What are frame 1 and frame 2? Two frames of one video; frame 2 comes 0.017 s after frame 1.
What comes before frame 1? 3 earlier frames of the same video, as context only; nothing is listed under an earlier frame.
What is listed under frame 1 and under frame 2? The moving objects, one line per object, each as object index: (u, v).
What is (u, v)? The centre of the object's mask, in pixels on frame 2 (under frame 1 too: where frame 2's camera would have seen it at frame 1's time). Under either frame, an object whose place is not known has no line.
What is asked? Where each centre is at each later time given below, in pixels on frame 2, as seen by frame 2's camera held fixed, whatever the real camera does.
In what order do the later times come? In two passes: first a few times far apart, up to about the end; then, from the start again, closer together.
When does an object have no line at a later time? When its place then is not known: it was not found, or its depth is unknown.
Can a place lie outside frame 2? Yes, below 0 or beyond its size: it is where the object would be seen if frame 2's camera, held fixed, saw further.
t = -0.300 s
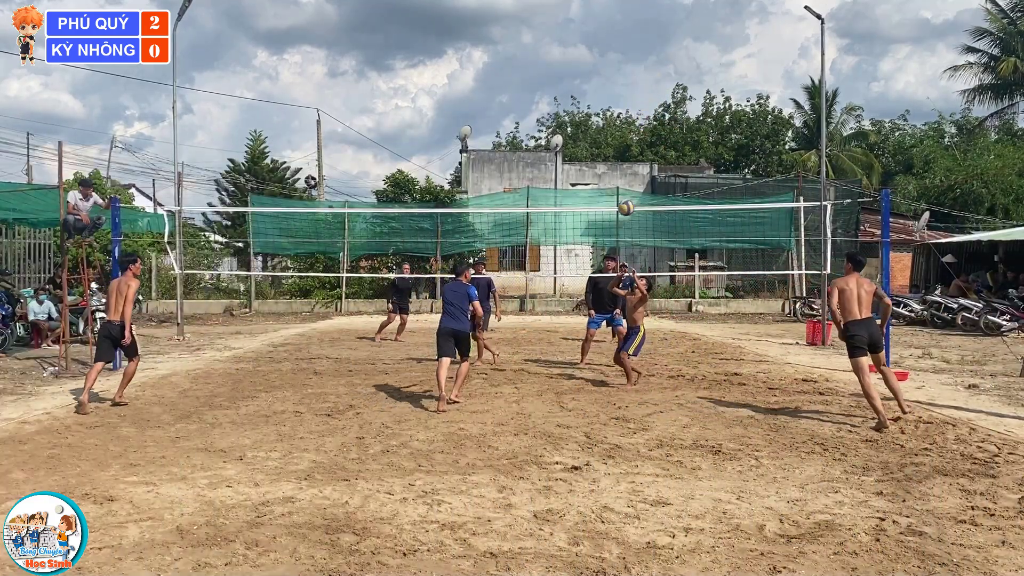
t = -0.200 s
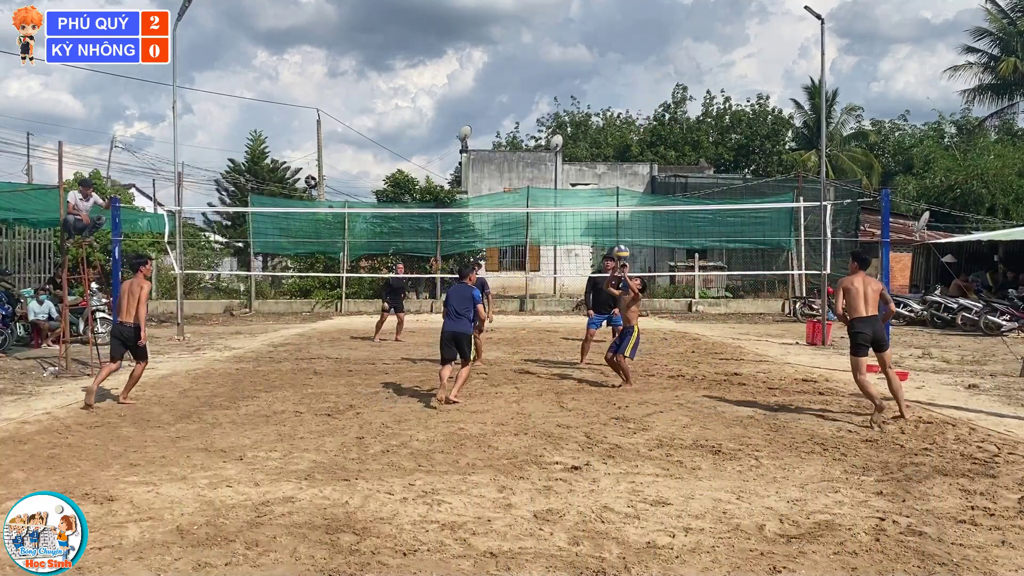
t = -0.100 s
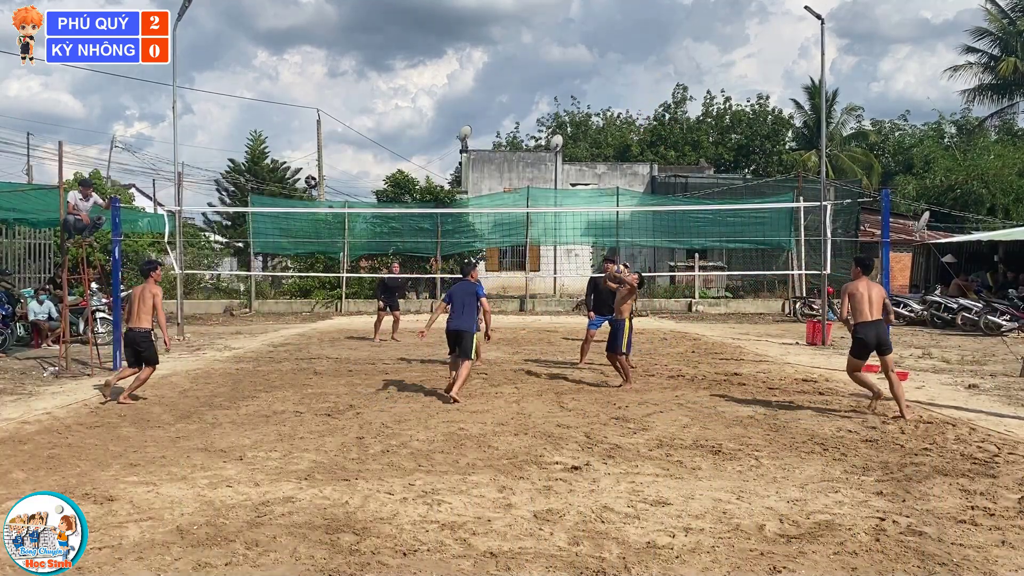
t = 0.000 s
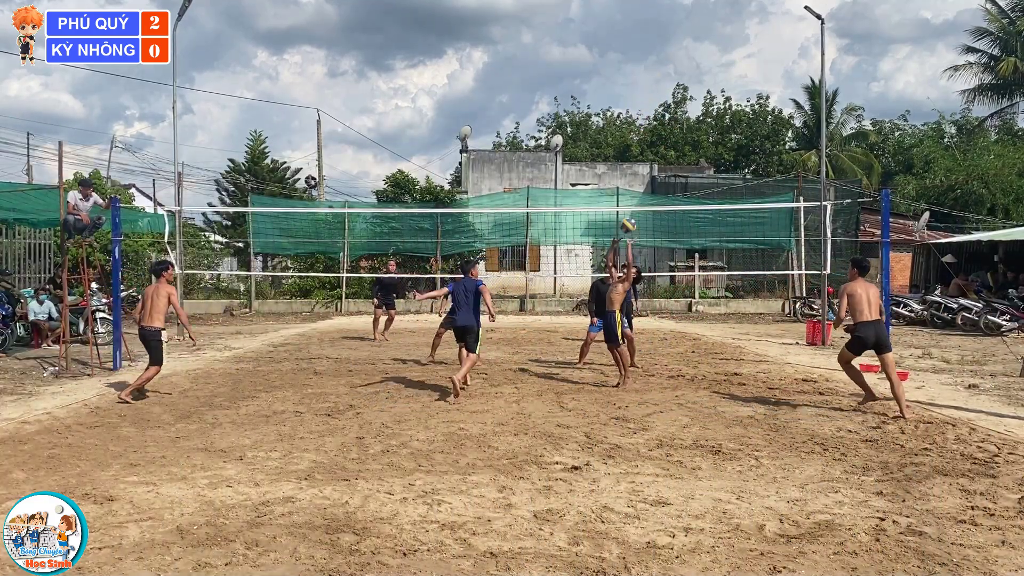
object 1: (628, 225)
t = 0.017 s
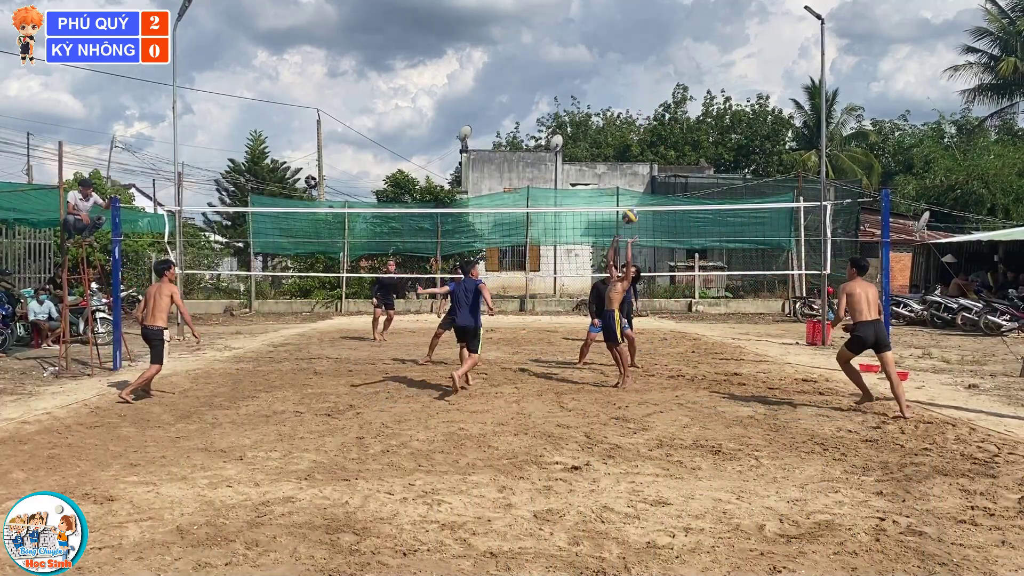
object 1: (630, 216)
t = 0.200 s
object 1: (649, 132)
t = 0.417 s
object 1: (670, 68)
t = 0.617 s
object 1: (687, 44)
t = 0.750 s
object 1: (697, 45)
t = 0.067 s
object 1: (635, 190)
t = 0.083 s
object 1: (637, 183)
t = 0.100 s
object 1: (639, 175)
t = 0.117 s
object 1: (641, 167)
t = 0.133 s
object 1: (643, 159)
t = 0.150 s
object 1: (645, 152)
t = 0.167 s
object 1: (647, 145)
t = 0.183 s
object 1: (648, 139)
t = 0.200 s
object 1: (649, 132)
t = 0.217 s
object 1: (652, 126)
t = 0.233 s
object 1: (653, 119)
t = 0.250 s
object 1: (654, 114)
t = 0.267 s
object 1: (656, 108)
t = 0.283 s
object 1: (658, 103)
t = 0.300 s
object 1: (659, 98)
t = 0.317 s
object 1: (661, 93)
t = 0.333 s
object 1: (663, 88)
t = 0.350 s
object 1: (664, 84)
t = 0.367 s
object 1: (666, 79)
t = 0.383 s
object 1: (667, 76)
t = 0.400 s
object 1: (669, 72)
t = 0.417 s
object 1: (670, 68)
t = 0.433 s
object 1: (672, 65)
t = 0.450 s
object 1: (673, 62)
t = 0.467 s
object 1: (675, 59)
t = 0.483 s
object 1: (676, 57)
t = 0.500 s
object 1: (678, 54)
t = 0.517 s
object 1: (679, 52)
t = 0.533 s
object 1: (680, 50)
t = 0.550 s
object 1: (682, 48)
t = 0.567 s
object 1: (683, 47)
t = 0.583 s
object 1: (684, 46)
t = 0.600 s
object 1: (686, 45)
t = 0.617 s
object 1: (687, 44)
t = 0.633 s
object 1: (688, 43)
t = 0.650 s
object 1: (690, 43)
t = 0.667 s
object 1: (691, 43)
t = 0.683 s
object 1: (692, 43)
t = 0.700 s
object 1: (693, 43)
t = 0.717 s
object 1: (695, 43)
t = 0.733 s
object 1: (696, 44)
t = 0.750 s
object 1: (697, 45)
